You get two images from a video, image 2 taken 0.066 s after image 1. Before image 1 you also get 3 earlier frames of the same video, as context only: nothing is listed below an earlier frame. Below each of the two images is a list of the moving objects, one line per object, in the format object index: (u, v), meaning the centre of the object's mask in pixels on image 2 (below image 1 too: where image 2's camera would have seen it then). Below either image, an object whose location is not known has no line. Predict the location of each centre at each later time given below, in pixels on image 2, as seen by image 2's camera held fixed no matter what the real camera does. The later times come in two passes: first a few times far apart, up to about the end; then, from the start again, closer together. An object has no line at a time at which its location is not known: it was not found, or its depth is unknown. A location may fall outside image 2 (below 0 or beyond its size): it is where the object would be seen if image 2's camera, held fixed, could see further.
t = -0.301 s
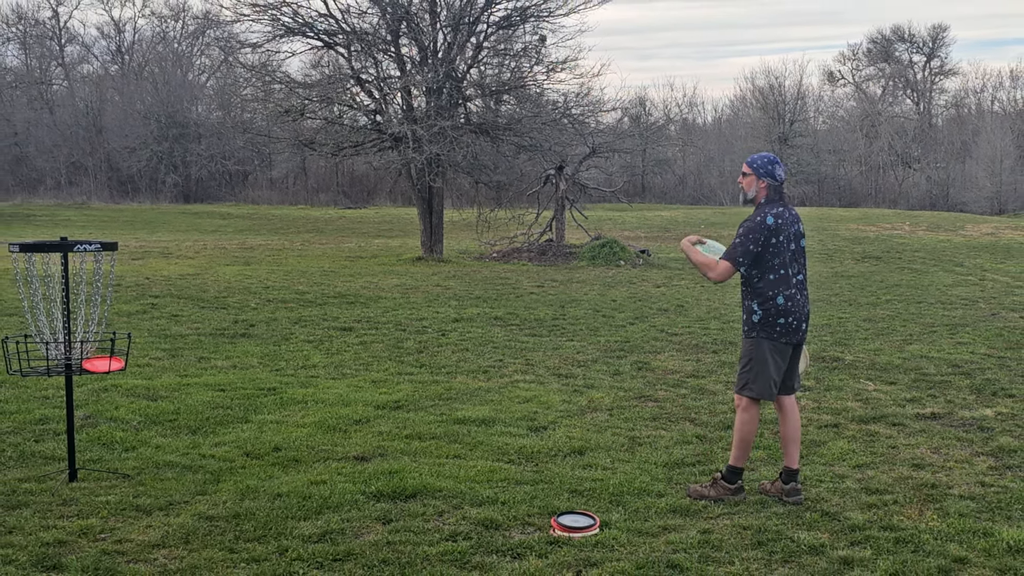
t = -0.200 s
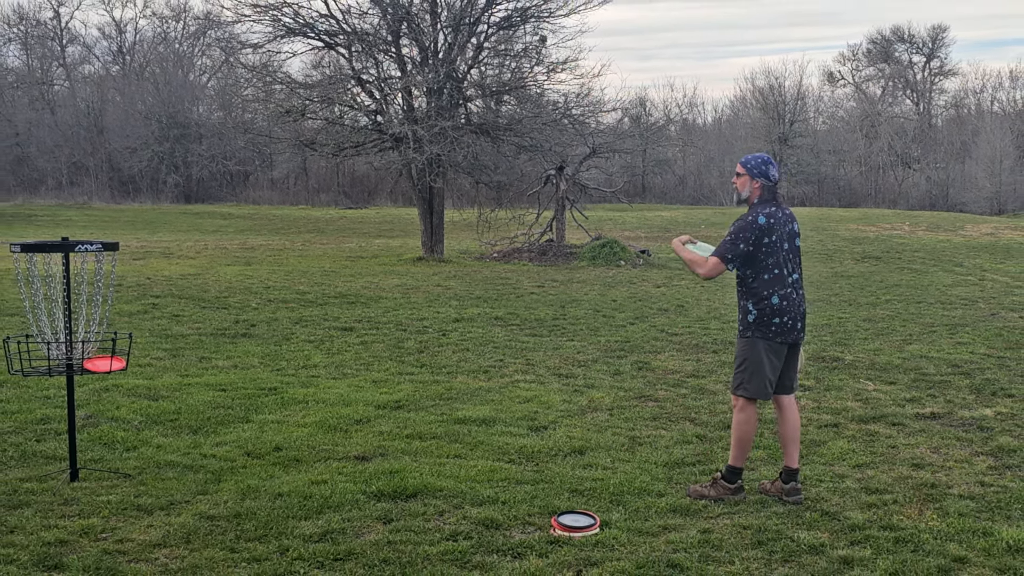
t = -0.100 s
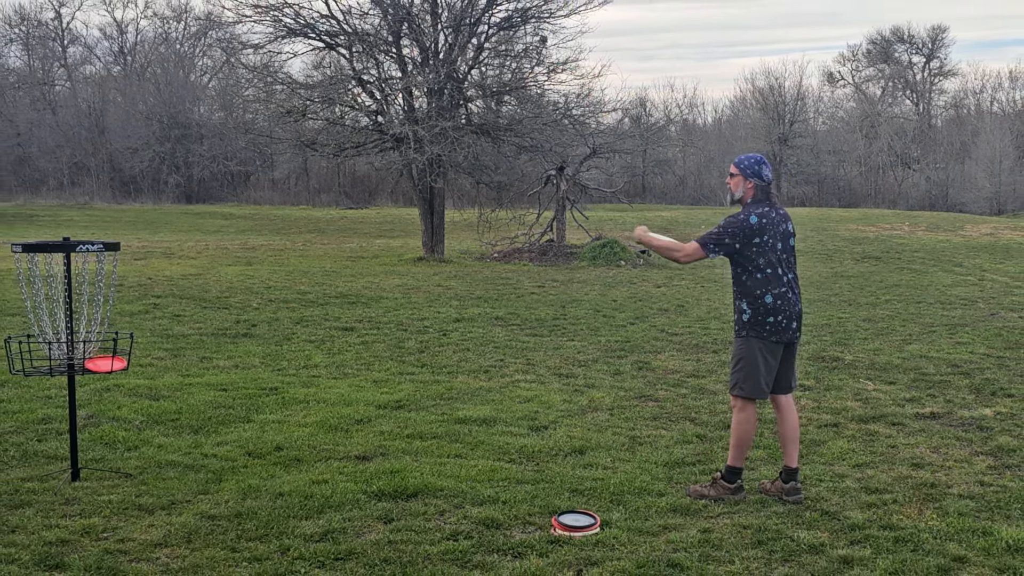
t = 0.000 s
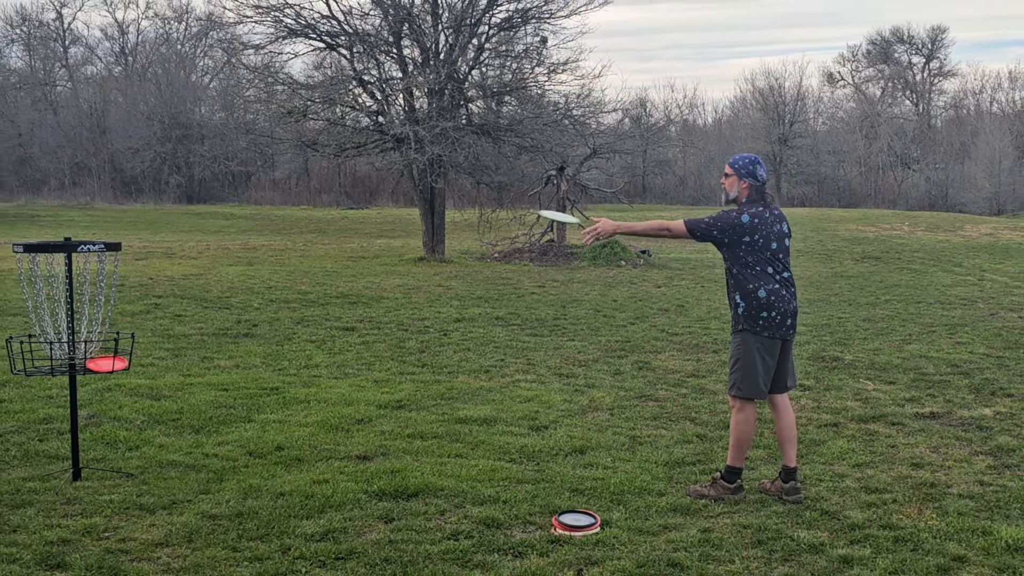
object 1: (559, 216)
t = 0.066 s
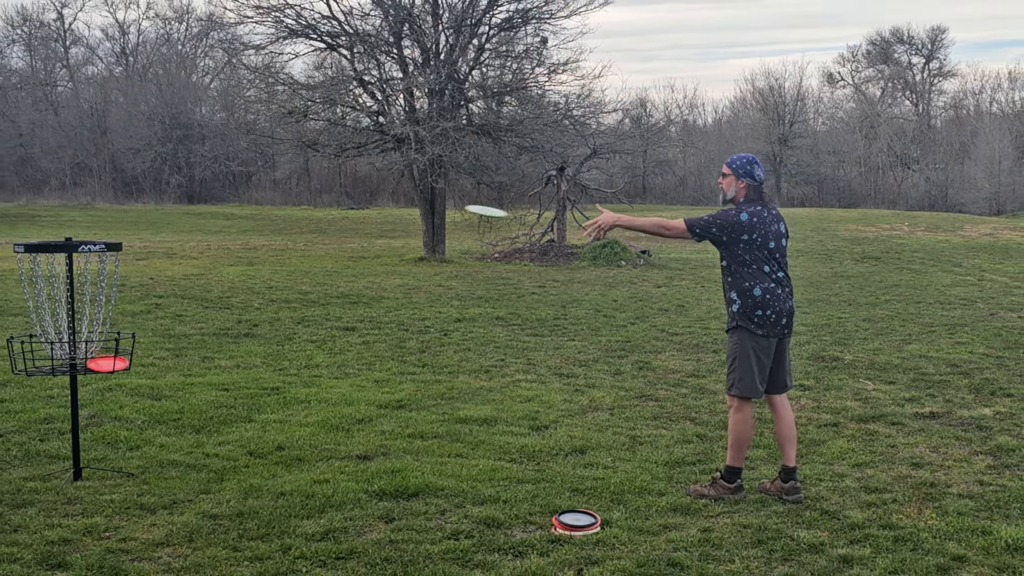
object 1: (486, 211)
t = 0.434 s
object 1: (98, 280)
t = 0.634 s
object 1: (50, 325)
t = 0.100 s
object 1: (449, 210)
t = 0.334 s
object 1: (199, 248)
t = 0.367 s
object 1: (167, 258)
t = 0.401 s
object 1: (131, 268)
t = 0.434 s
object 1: (98, 280)
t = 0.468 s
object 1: (77, 289)
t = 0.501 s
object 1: (67, 296)
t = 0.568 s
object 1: (57, 307)
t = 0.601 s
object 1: (53, 320)
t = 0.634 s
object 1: (50, 325)
